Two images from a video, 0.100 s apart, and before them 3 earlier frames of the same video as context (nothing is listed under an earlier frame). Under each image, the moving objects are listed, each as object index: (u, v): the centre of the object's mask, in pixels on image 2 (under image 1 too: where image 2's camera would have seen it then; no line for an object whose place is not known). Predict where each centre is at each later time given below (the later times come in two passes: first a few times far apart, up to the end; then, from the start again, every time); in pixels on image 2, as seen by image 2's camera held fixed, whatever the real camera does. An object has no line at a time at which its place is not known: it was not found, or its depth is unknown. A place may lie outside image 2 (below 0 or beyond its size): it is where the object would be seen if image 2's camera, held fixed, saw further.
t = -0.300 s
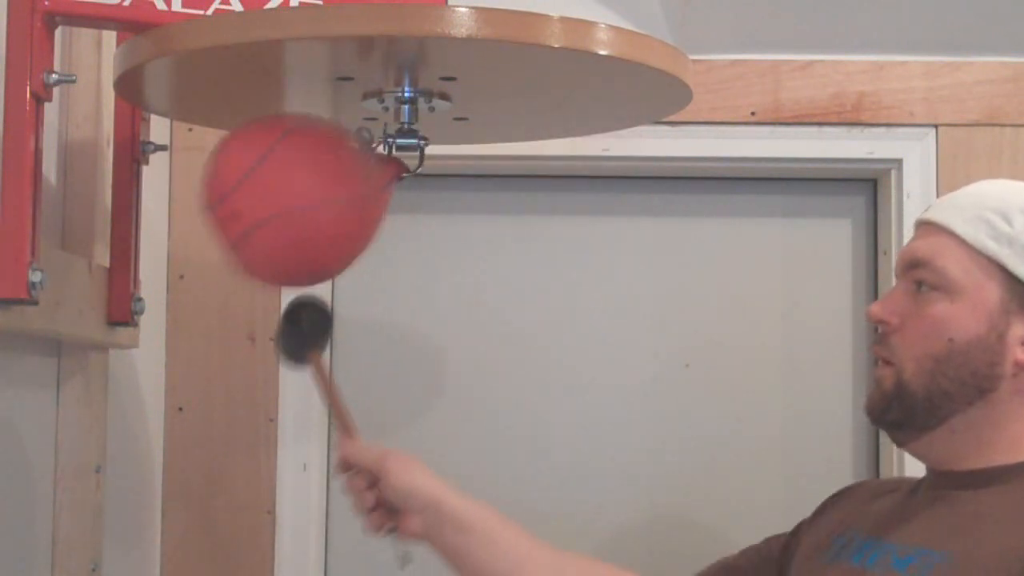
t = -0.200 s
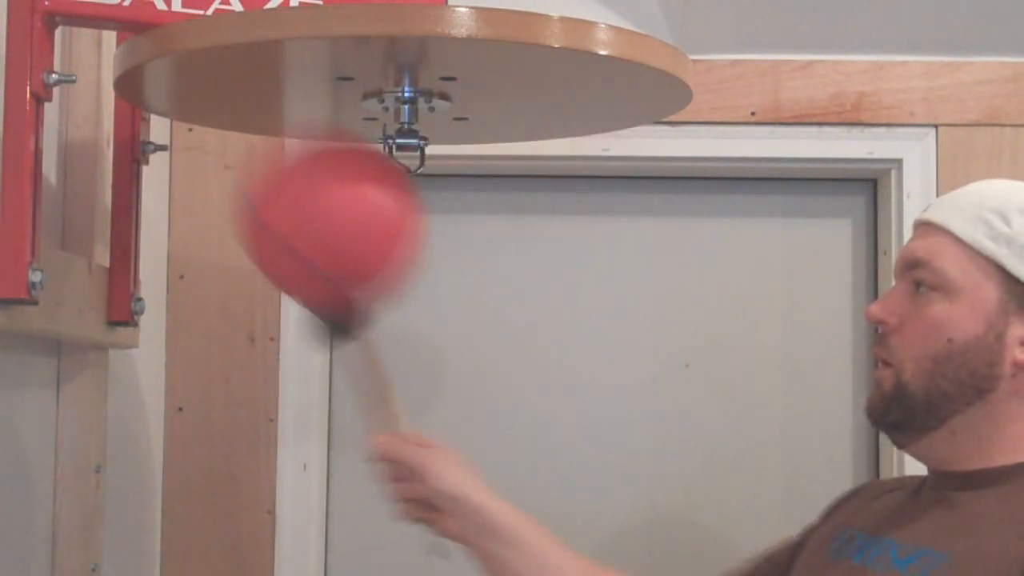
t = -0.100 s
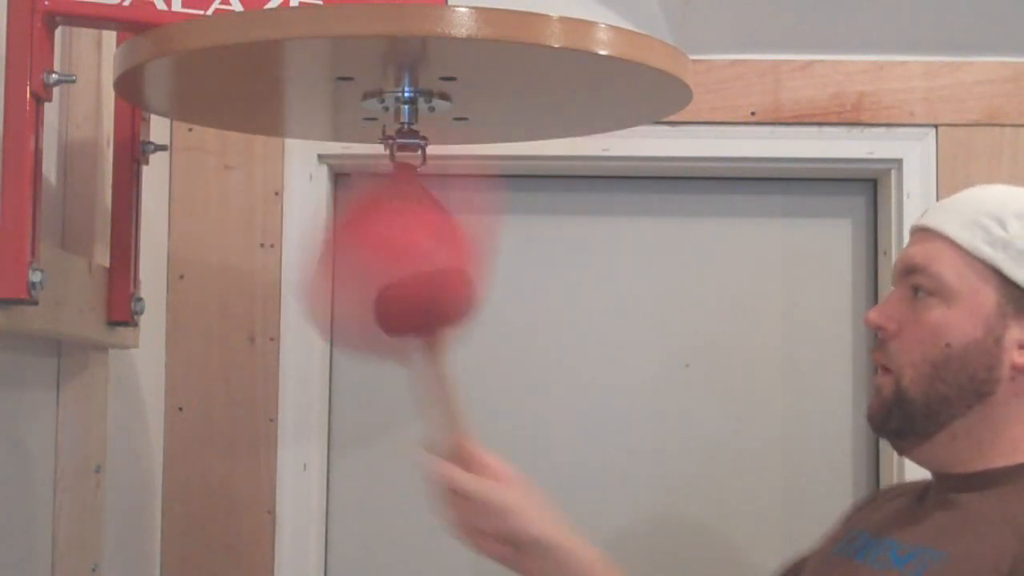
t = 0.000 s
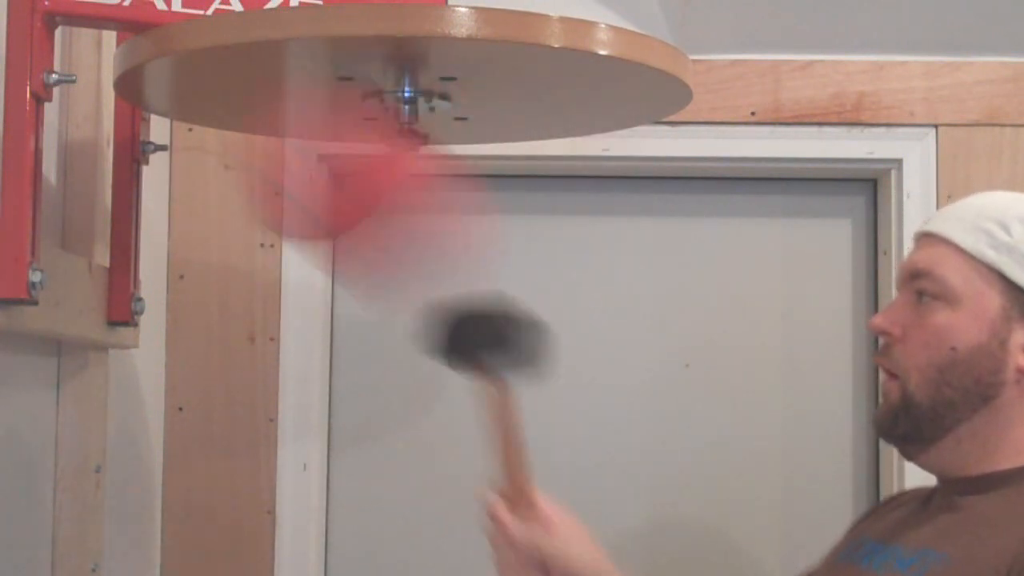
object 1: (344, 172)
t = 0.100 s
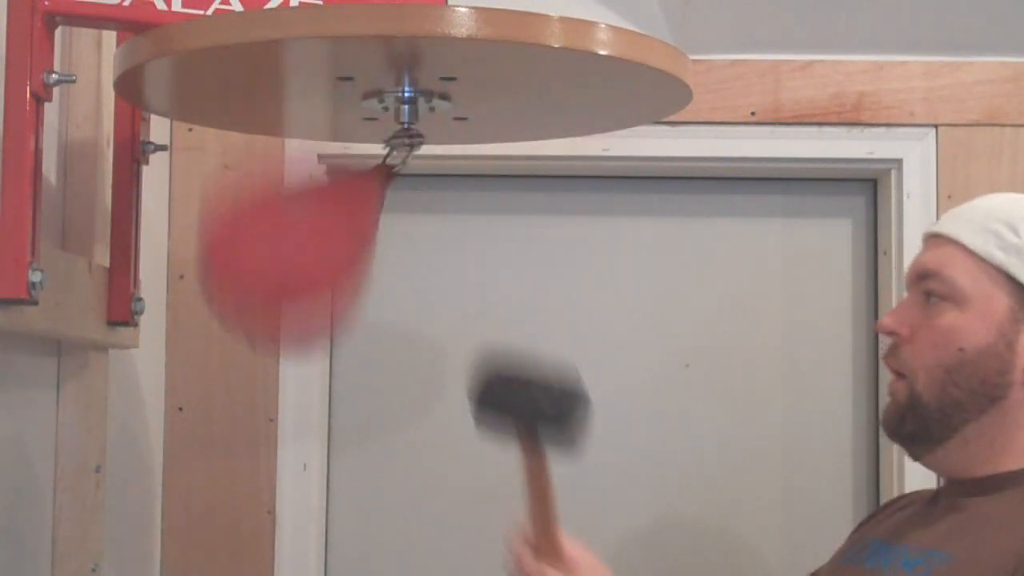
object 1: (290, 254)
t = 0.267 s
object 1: (444, 259)
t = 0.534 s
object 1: (443, 308)
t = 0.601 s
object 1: (365, 296)
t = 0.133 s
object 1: (309, 279)
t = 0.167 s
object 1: (347, 286)
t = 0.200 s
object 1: (380, 287)
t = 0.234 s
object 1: (408, 279)
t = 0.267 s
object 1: (444, 259)
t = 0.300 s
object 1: (485, 223)
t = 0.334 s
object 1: (508, 200)
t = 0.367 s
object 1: (513, 207)
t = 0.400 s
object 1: (516, 226)
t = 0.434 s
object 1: (512, 250)
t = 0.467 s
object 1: (501, 272)
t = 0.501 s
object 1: (476, 296)
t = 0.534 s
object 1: (443, 308)
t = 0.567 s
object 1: (406, 310)
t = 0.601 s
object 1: (365, 296)
